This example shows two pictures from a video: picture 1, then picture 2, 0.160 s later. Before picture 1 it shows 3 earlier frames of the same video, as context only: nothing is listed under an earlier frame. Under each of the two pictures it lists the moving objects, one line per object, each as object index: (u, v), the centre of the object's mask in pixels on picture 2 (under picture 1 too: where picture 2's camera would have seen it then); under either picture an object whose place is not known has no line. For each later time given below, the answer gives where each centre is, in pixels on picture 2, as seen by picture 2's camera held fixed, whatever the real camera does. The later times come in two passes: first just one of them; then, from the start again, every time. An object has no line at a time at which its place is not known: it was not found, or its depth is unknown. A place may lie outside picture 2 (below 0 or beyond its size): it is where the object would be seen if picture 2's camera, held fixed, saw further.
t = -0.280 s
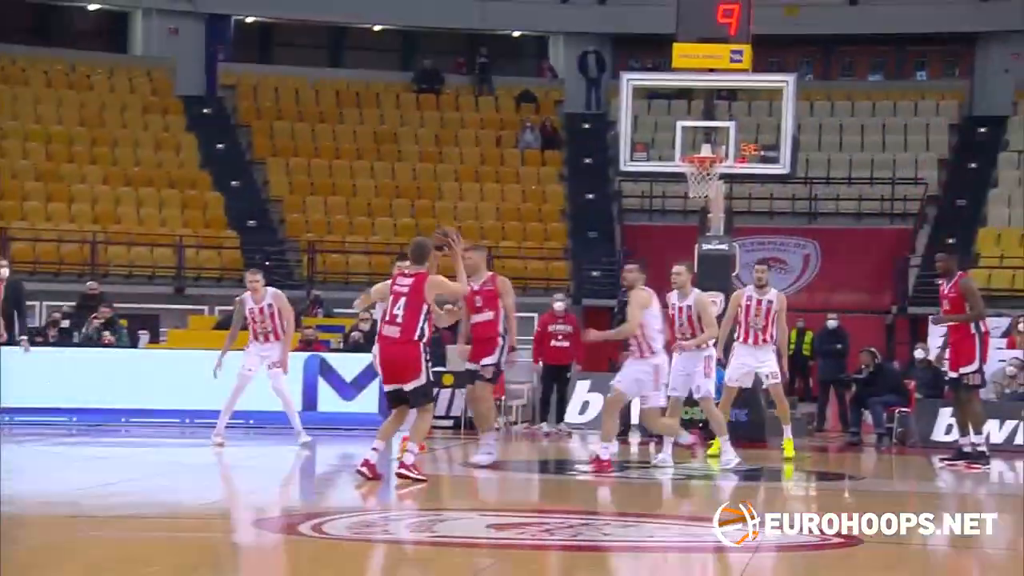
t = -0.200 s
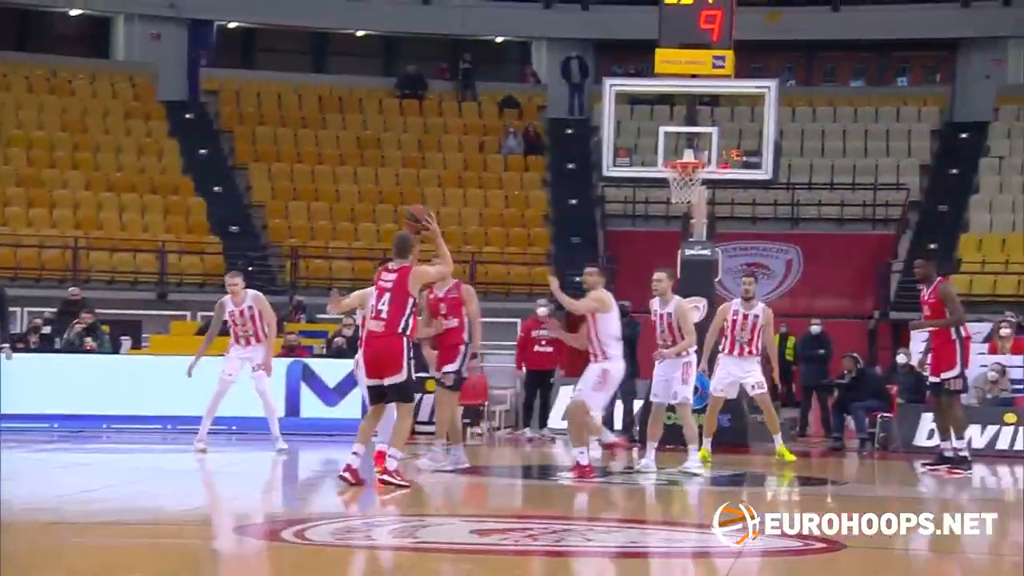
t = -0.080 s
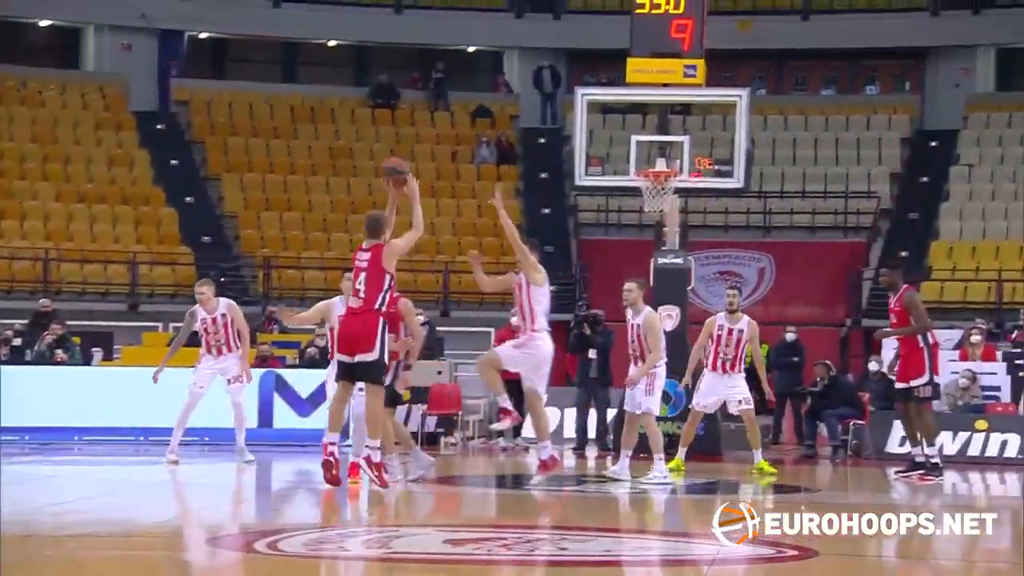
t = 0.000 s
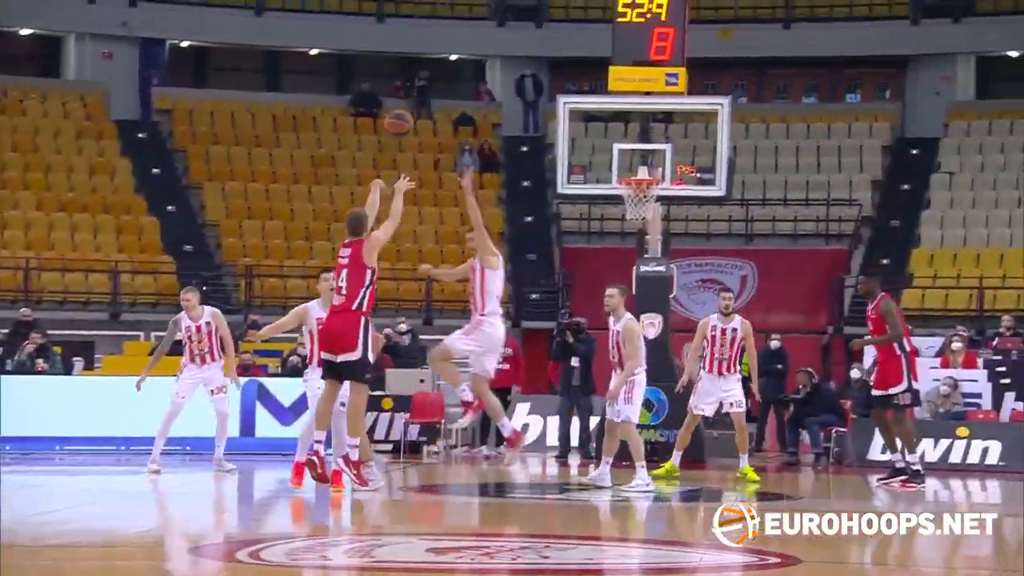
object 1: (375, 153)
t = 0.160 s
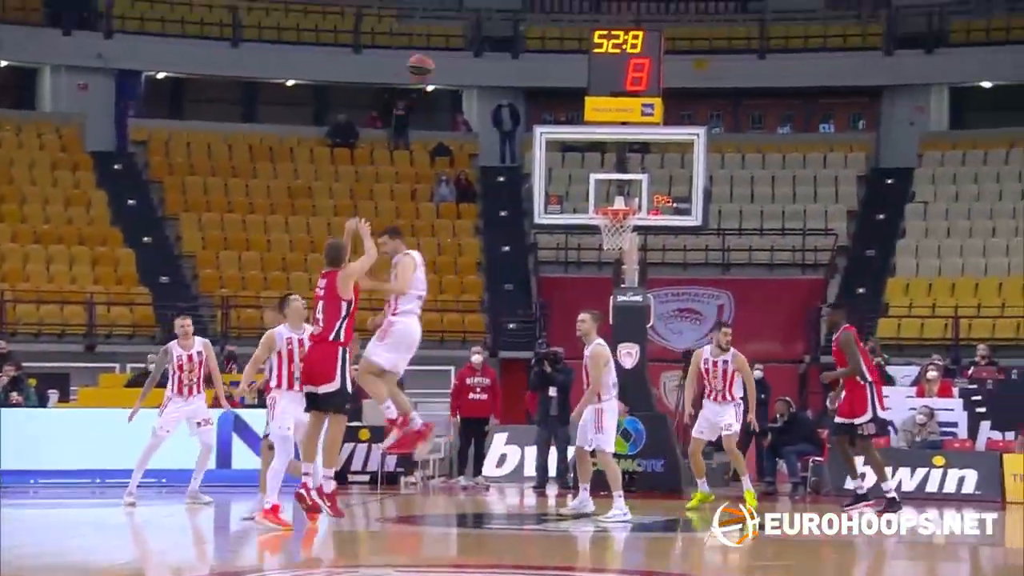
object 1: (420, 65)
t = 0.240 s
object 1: (441, 36)
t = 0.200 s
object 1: (431, 50)
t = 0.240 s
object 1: (441, 36)
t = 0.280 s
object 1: (451, 24)
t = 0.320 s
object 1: (461, 12)
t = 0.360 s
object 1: (471, 5)
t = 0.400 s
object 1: (479, -1)
